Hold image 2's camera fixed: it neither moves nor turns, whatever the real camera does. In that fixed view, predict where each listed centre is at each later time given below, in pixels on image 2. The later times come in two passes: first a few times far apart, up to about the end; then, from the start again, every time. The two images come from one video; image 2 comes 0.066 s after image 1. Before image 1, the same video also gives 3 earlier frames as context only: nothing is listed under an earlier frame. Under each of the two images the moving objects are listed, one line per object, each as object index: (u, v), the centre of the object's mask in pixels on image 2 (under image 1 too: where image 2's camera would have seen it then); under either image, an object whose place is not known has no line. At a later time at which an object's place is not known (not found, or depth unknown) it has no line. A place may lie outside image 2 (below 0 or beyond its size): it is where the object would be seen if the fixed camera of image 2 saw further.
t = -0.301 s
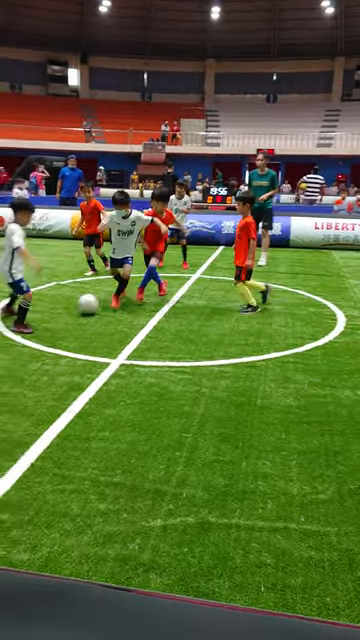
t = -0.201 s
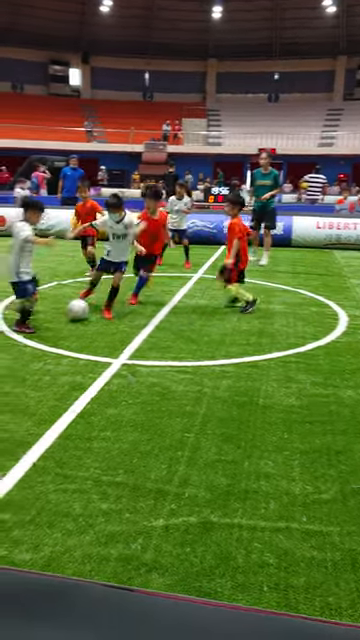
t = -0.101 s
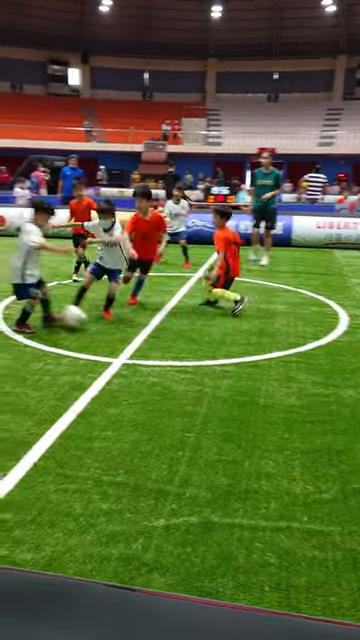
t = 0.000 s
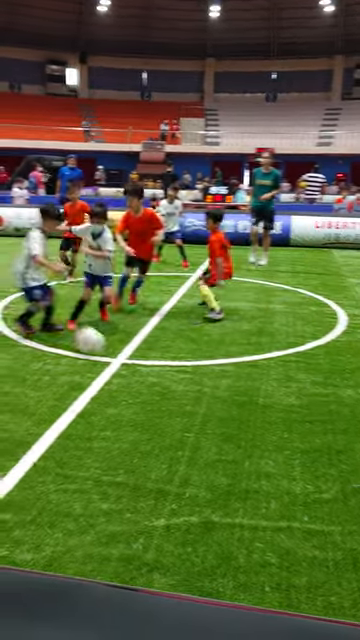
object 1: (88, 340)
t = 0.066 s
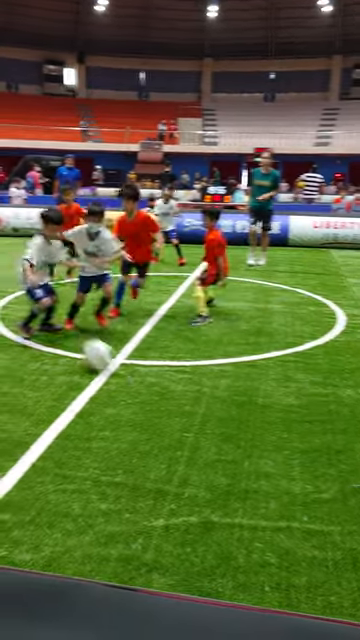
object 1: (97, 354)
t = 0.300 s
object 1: (136, 434)
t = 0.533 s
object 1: (196, 568)
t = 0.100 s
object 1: (103, 365)
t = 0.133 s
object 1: (111, 376)
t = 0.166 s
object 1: (115, 387)
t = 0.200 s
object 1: (120, 396)
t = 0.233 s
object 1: (125, 408)
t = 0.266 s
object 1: (131, 421)
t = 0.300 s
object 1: (136, 434)
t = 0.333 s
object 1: (142, 448)
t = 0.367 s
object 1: (149, 466)
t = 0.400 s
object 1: (155, 484)
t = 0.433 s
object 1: (163, 504)
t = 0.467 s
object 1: (173, 524)
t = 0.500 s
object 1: (184, 550)
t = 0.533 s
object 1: (196, 568)
